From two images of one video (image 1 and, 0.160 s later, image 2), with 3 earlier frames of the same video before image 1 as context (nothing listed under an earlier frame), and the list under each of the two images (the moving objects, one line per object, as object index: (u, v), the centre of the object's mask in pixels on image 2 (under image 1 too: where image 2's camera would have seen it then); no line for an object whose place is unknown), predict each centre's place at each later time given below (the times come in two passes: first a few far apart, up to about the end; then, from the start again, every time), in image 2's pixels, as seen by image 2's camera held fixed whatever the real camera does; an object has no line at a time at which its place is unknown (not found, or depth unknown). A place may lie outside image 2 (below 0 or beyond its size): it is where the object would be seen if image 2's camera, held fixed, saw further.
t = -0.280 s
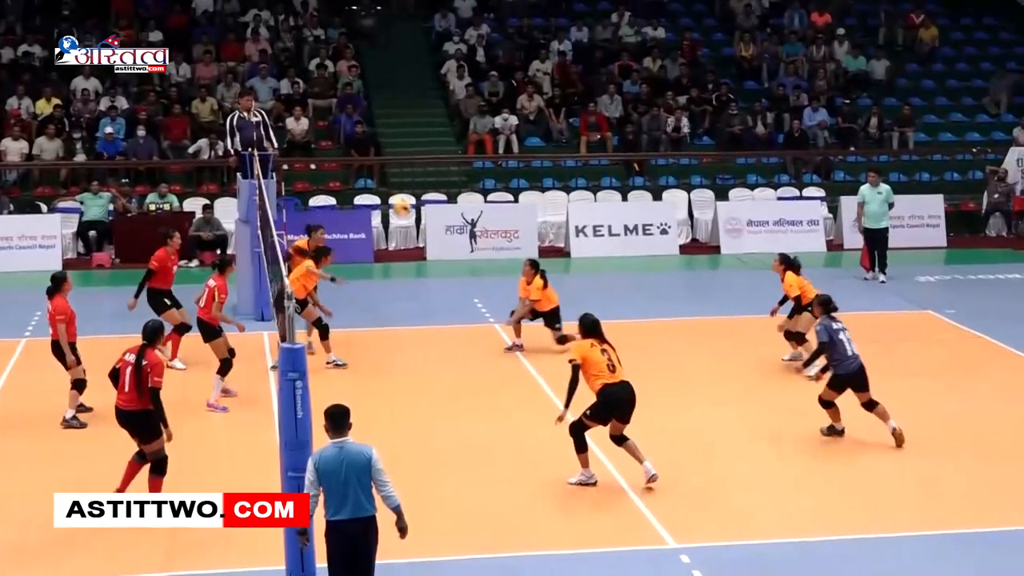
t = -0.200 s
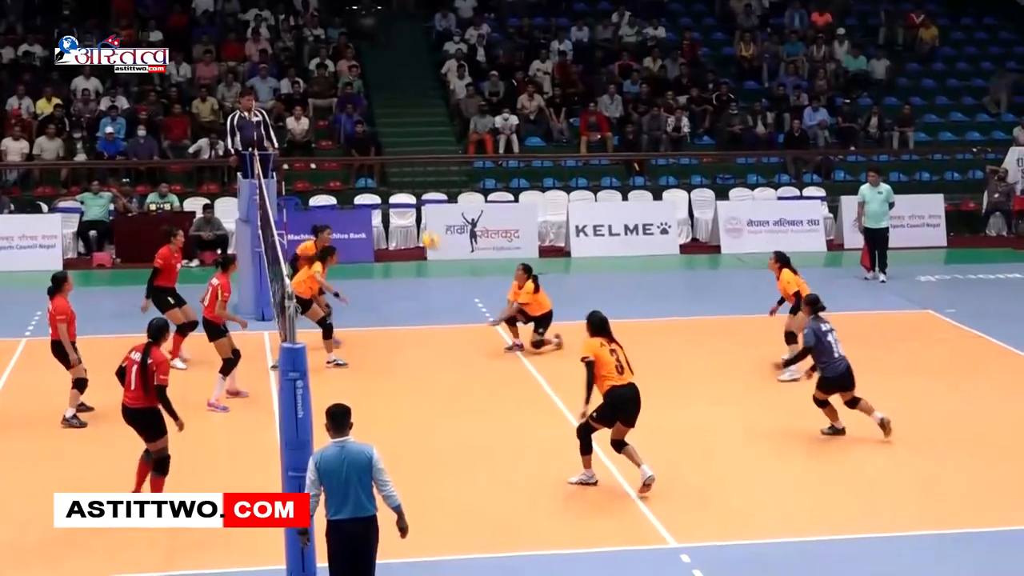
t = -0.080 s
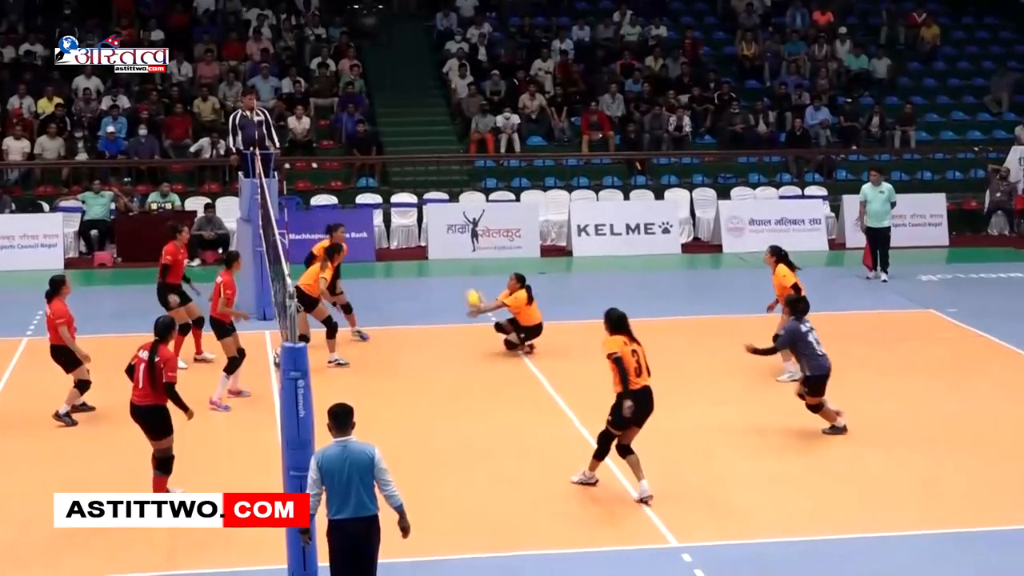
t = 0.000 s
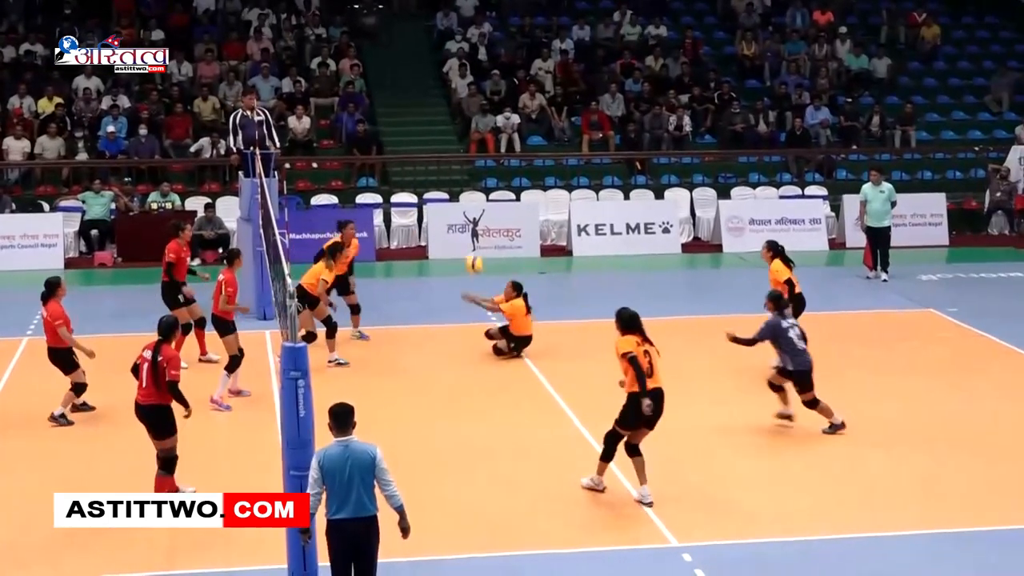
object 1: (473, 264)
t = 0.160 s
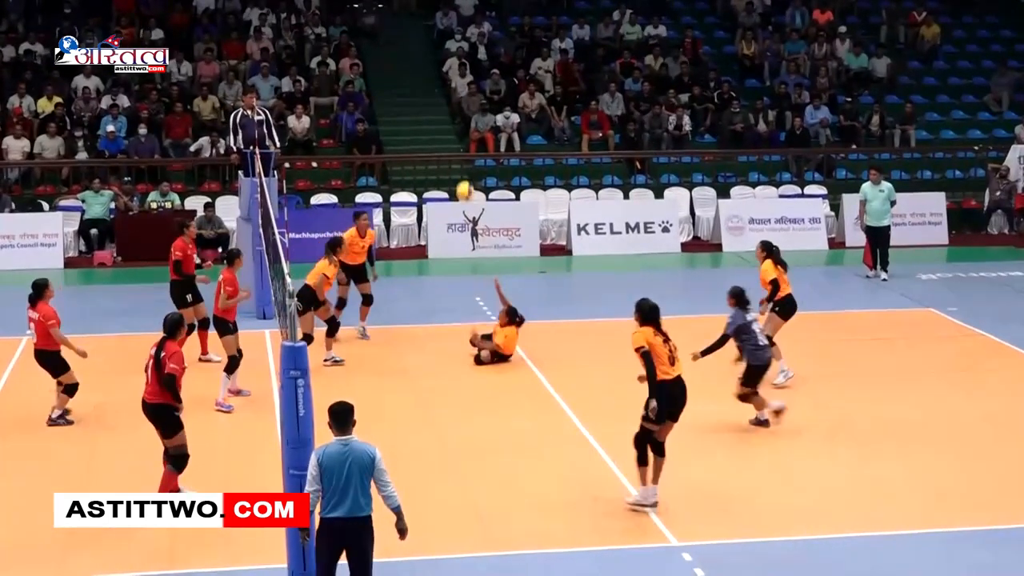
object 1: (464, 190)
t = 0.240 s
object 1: (461, 163)
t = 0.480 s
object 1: (450, 109)
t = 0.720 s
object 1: (439, 103)
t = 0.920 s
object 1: (431, 136)
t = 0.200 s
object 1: (463, 177)
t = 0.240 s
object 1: (461, 163)
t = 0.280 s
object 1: (459, 151)
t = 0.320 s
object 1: (457, 140)
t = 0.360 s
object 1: (456, 130)
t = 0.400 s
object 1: (454, 122)
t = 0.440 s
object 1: (452, 115)
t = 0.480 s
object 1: (450, 109)
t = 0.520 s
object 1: (448, 105)
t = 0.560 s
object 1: (446, 102)
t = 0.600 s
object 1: (445, 100)
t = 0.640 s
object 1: (443, 100)
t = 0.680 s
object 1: (441, 101)
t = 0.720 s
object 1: (439, 103)
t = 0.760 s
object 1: (438, 107)
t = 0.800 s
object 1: (436, 112)
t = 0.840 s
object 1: (434, 119)
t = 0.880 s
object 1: (432, 127)
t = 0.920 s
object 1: (431, 136)
